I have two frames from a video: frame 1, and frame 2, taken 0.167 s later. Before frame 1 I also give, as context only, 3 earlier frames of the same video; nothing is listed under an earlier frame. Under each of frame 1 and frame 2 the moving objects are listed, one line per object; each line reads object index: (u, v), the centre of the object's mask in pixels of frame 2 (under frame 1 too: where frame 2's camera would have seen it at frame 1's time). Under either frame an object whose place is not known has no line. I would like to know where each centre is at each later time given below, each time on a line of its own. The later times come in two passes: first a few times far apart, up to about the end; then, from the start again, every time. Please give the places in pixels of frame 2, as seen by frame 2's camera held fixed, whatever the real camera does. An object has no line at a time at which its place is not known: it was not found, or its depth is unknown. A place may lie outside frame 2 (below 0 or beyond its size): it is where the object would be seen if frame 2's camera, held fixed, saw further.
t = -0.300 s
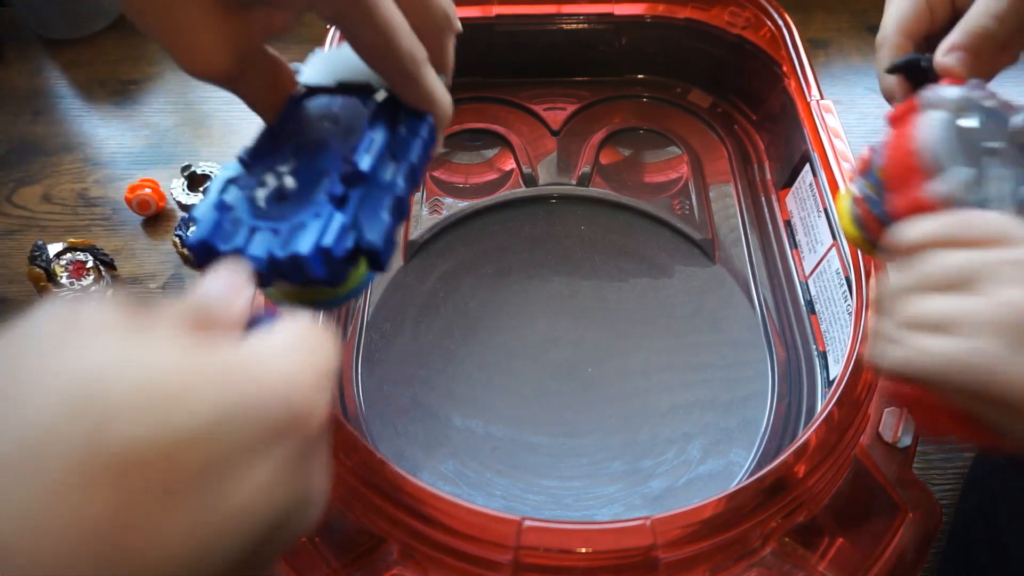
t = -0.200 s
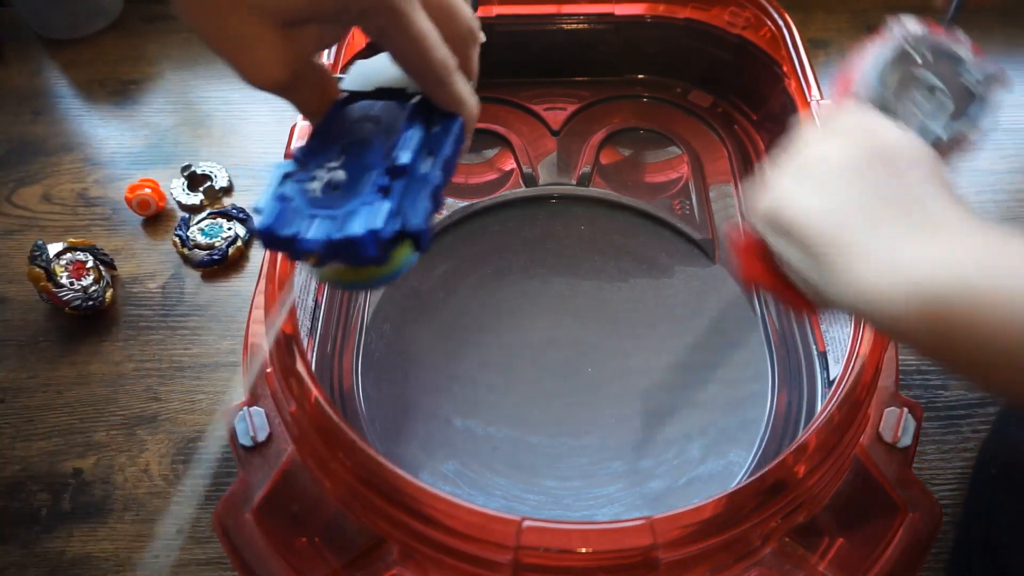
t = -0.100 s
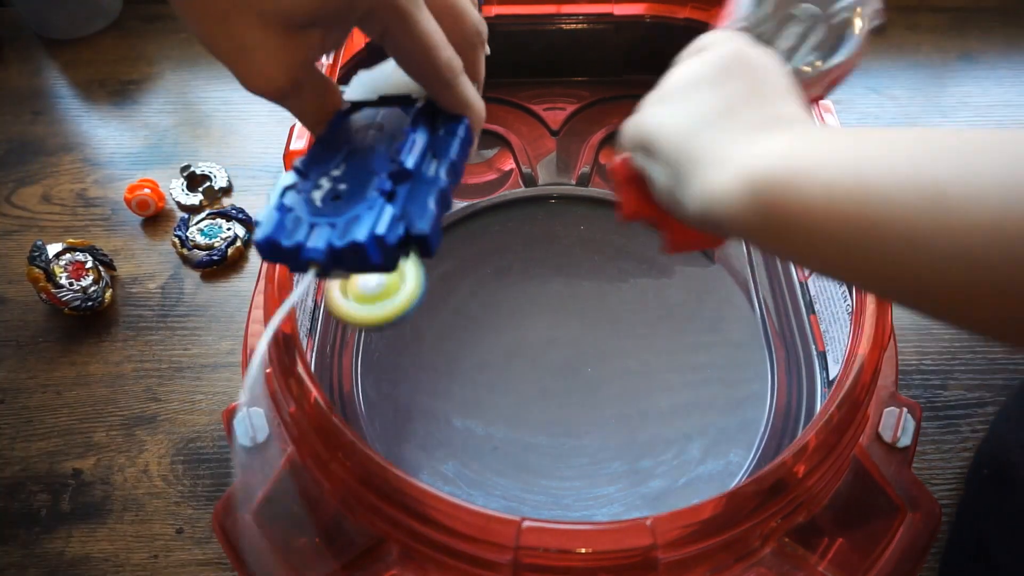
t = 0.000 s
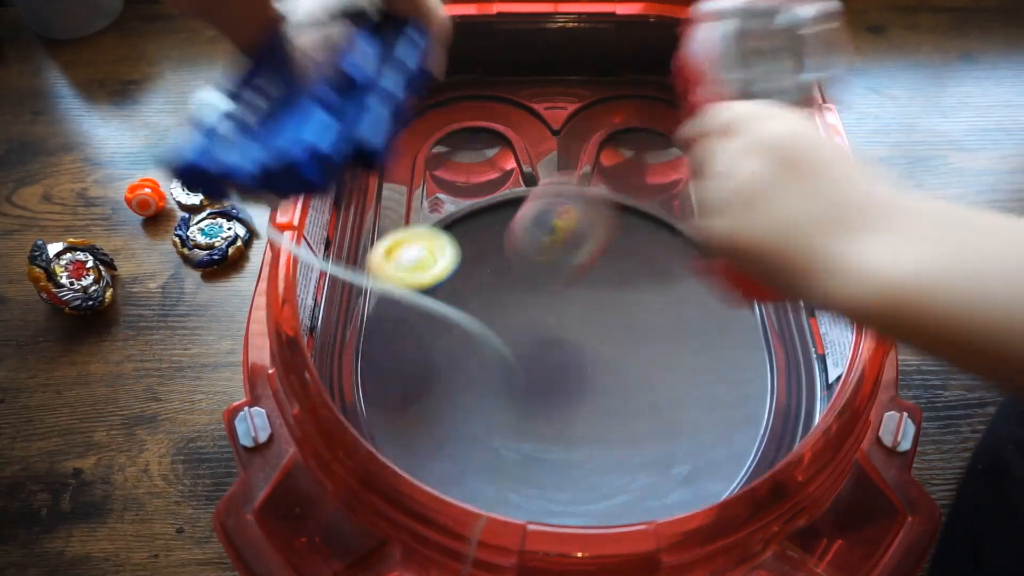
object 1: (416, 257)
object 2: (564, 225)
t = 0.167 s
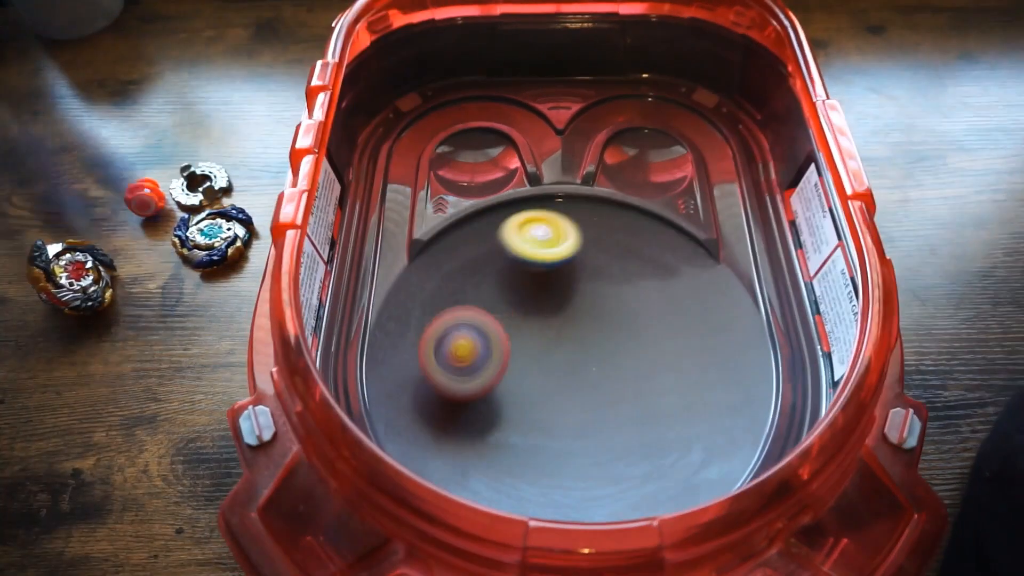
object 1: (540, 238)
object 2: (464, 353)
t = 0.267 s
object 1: (610, 235)
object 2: (504, 417)
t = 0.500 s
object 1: (679, 285)
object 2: (786, 409)
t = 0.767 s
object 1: (590, 337)
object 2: (655, 213)
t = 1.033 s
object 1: (546, 314)
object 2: (376, 329)
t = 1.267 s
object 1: (529, 291)
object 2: (647, 493)
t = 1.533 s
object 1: (538, 307)
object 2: (705, 207)
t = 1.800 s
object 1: (565, 324)
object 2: (643, 134)
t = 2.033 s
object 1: (591, 320)
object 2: (664, 121)
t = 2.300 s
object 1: (607, 326)
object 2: (668, 248)
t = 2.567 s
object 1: (549, 370)
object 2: (686, 323)
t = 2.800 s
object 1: (587, 398)
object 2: (666, 350)
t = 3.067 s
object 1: (569, 395)
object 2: (657, 342)
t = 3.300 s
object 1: (547, 384)
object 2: (623, 332)
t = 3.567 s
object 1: (535, 389)
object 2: (613, 302)
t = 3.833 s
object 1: (508, 396)
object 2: (595, 305)
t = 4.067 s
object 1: (506, 363)
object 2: (611, 251)
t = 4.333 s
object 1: (532, 360)
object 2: (576, 287)
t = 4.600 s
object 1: (528, 364)
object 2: (628, 327)
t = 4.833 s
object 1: (543, 356)
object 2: (642, 339)
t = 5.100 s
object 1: (530, 349)
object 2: (651, 348)
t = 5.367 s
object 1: (467, 337)
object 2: (673, 367)
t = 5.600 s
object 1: (442, 344)
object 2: (673, 351)
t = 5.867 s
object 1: (481, 344)
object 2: (570, 355)
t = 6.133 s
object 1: (472, 316)
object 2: (642, 397)
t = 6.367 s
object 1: (529, 327)
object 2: (661, 357)
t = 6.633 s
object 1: (567, 283)
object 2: (681, 388)
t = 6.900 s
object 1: (602, 319)
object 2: (678, 410)
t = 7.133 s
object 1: (620, 313)
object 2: (593, 438)
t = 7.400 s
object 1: (594, 321)
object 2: (499, 416)
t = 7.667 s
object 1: (568, 343)
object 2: (469, 329)
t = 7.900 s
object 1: (567, 344)
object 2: (497, 265)
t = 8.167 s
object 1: (569, 344)
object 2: (577, 253)
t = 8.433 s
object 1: (568, 348)
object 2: (657, 310)
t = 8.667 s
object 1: (572, 347)
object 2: (668, 386)
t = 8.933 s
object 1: (577, 351)
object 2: (593, 435)
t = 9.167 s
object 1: (581, 343)
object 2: (503, 435)
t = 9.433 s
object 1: (578, 343)
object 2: (481, 356)
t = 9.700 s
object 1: (680, 382)
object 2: (469, 225)
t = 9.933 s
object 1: (681, 375)
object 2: (549, 227)
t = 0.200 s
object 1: (565, 236)
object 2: (469, 374)
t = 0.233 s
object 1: (588, 234)
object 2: (482, 396)
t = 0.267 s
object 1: (610, 235)
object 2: (504, 417)
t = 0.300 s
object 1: (629, 237)
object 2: (534, 439)
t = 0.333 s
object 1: (646, 242)
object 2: (574, 457)
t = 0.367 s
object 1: (660, 249)
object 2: (621, 469)
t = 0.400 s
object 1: (670, 257)
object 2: (671, 472)
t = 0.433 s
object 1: (676, 265)
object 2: (719, 460)
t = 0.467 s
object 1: (679, 275)
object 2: (756, 433)
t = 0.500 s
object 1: (679, 285)
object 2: (786, 409)
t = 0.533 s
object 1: (674, 295)
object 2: (795, 382)
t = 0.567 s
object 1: (667, 305)
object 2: (796, 357)
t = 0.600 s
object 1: (656, 314)
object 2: (788, 332)
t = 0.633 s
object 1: (644, 322)
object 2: (774, 307)
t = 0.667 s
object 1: (631, 329)
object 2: (753, 283)
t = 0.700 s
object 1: (617, 332)
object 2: (728, 256)
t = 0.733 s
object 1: (603, 336)
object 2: (694, 229)
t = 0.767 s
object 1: (590, 337)
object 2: (655, 213)
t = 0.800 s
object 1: (578, 336)
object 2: (615, 201)
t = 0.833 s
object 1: (570, 335)
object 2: (573, 195)
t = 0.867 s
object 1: (563, 332)
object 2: (530, 194)
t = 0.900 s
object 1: (558, 328)
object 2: (486, 208)
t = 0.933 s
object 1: (554, 324)
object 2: (448, 229)
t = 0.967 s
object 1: (551, 321)
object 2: (416, 257)
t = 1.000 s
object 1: (548, 318)
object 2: (389, 290)
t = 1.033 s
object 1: (546, 314)
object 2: (376, 329)
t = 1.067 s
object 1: (545, 309)
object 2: (382, 378)
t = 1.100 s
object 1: (544, 304)
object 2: (409, 420)
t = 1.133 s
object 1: (542, 300)
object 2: (441, 453)
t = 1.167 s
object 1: (539, 297)
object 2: (487, 479)
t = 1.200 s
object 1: (536, 293)
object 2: (540, 493)
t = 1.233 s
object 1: (532, 291)
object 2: (595, 498)
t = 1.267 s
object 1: (529, 291)
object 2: (647, 493)
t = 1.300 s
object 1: (529, 291)
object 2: (693, 473)
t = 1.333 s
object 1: (528, 293)
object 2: (731, 446)
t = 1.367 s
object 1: (529, 295)
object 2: (756, 408)
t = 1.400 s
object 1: (531, 297)
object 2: (764, 362)
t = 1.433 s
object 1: (532, 299)
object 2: (758, 318)
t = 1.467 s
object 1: (534, 302)
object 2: (743, 276)
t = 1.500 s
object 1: (536, 304)
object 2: (726, 241)
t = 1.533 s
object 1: (538, 307)
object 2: (705, 207)
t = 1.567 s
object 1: (541, 310)
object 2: (683, 186)
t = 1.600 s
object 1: (544, 313)
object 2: (665, 168)
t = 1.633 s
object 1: (546, 316)
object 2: (652, 159)
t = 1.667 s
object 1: (550, 319)
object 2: (643, 144)
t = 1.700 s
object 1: (554, 322)
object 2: (638, 129)
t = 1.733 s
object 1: (557, 321)
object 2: (637, 121)
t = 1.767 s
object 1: (561, 322)
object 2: (640, 125)
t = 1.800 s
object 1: (565, 324)
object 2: (643, 134)
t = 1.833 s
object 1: (570, 324)
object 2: (645, 142)
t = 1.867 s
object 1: (574, 323)
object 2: (648, 148)
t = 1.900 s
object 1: (579, 322)
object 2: (656, 150)
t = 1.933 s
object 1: (583, 321)
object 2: (664, 149)
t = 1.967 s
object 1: (586, 320)
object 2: (671, 141)
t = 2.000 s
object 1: (589, 319)
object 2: (671, 132)
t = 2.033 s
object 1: (591, 320)
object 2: (664, 121)
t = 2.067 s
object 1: (593, 319)
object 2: (650, 118)
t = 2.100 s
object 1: (596, 319)
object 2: (634, 127)
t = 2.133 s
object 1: (598, 320)
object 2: (625, 142)
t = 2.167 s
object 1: (603, 322)
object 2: (631, 159)
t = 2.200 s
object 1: (605, 324)
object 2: (646, 175)
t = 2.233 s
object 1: (606, 326)
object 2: (659, 200)
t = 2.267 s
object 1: (606, 326)
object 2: (666, 227)
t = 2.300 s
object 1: (607, 326)
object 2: (668, 248)
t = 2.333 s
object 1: (605, 327)
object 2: (665, 269)
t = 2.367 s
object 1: (588, 334)
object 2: (670, 284)
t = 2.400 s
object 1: (573, 342)
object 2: (675, 297)
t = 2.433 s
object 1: (561, 349)
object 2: (678, 307)
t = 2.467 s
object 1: (554, 354)
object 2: (679, 314)
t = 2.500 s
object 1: (549, 359)
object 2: (680, 317)
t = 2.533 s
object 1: (548, 365)
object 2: (683, 320)
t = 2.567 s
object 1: (549, 370)
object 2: (686, 323)
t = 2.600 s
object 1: (552, 376)
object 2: (687, 326)
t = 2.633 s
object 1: (557, 383)
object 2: (686, 327)
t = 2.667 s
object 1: (562, 388)
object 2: (685, 330)
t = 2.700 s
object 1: (569, 390)
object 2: (681, 335)
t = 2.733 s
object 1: (577, 391)
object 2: (675, 340)
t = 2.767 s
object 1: (586, 394)
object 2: (668, 345)
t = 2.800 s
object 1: (587, 398)
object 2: (666, 350)
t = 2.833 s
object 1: (579, 405)
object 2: (672, 352)
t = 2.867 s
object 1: (574, 409)
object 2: (677, 351)
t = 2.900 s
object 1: (570, 410)
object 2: (680, 349)
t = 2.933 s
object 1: (568, 409)
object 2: (681, 347)
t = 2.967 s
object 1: (566, 406)
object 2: (678, 345)
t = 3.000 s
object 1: (566, 402)
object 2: (673, 342)
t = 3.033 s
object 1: (567, 398)
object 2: (667, 341)
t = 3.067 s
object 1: (569, 395)
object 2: (657, 342)
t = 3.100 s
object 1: (571, 390)
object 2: (646, 343)
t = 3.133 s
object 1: (563, 389)
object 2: (642, 341)
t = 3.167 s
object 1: (555, 389)
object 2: (641, 339)
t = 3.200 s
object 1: (550, 388)
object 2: (641, 336)
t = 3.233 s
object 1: (547, 387)
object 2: (637, 334)
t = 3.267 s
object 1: (546, 385)
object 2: (631, 333)
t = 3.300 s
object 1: (547, 384)
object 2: (623, 332)
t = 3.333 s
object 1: (548, 383)
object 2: (616, 333)
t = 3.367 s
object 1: (539, 384)
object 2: (617, 329)
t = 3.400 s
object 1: (533, 386)
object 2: (620, 323)
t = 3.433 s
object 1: (529, 387)
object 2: (621, 318)
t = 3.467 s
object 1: (529, 388)
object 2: (622, 312)
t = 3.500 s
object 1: (530, 389)
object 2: (621, 307)
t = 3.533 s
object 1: (532, 389)
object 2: (618, 304)
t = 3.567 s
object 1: (535, 389)
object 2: (613, 302)
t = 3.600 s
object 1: (537, 390)
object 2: (608, 301)
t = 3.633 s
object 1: (539, 391)
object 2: (600, 301)
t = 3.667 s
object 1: (540, 392)
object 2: (594, 302)
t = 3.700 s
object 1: (539, 391)
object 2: (587, 305)
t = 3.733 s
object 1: (539, 386)
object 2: (581, 310)
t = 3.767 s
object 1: (536, 383)
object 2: (579, 314)
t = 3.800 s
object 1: (521, 390)
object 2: (587, 311)
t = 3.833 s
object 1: (508, 396)
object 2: (595, 305)
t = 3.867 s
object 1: (498, 397)
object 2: (602, 298)
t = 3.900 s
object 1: (492, 395)
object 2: (608, 289)
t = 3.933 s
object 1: (490, 390)
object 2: (613, 281)
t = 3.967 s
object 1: (493, 383)
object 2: (616, 272)
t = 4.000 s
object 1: (497, 375)
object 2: (617, 263)
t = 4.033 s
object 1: (502, 368)
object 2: (615, 256)
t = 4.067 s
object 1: (506, 363)
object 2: (611, 251)
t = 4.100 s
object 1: (511, 359)
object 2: (607, 248)
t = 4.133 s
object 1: (517, 356)
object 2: (600, 248)
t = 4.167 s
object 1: (521, 353)
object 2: (593, 250)
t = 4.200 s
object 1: (526, 352)
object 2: (587, 254)
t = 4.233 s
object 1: (530, 351)
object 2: (581, 262)
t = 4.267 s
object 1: (534, 351)
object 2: (576, 271)
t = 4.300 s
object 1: (535, 352)
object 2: (574, 281)
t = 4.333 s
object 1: (532, 360)
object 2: (576, 287)
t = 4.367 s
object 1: (530, 364)
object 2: (581, 292)
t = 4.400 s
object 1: (527, 367)
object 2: (586, 297)
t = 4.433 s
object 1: (526, 369)
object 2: (593, 303)
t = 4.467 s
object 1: (526, 369)
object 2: (600, 308)
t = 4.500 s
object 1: (526, 367)
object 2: (607, 313)
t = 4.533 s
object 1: (526, 366)
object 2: (614, 318)
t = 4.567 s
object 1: (527, 366)
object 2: (622, 323)
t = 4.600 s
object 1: (528, 364)
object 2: (628, 327)
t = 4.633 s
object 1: (530, 363)
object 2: (633, 329)
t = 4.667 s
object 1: (532, 362)
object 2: (638, 332)
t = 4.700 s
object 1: (533, 360)
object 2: (641, 334)
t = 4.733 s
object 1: (536, 359)
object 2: (643, 335)
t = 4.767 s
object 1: (538, 358)
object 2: (644, 336)
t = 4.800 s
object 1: (540, 357)
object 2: (644, 337)
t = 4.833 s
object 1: (543, 356)
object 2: (642, 339)
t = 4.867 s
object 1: (546, 355)
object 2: (639, 341)
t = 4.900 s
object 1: (540, 354)
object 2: (641, 343)
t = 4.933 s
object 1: (530, 352)
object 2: (645, 344)
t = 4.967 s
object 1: (524, 350)
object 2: (648, 344)
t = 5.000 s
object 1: (523, 349)
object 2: (651, 346)
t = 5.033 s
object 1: (524, 348)
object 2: (652, 347)
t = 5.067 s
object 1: (526, 348)
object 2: (651, 348)
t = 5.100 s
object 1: (530, 349)
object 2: (651, 348)
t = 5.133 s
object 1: (533, 350)
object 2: (647, 349)
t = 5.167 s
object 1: (535, 351)
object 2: (643, 349)
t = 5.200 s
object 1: (537, 352)
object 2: (639, 351)
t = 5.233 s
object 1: (539, 353)
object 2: (633, 352)
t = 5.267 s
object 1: (519, 347)
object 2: (642, 357)
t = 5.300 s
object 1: (499, 341)
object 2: (653, 362)
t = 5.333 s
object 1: (482, 338)
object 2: (662, 365)
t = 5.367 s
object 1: (467, 337)
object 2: (673, 367)
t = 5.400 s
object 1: (456, 338)
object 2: (682, 367)
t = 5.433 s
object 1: (446, 340)
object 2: (689, 365)
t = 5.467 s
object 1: (441, 341)
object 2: (692, 362)
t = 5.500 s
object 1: (437, 343)
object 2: (692, 359)
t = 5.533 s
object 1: (438, 343)
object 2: (687, 355)
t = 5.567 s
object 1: (439, 344)
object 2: (681, 353)
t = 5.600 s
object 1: (442, 344)
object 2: (673, 351)
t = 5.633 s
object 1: (446, 345)
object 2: (663, 349)
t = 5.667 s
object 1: (451, 345)
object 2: (651, 348)
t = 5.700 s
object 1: (456, 346)
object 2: (638, 348)
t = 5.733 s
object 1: (462, 346)
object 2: (624, 348)
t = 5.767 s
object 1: (467, 347)
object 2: (610, 349)
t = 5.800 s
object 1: (472, 346)
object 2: (596, 351)
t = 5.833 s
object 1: (477, 346)
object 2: (583, 353)
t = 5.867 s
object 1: (481, 344)
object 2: (570, 355)
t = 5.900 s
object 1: (476, 341)
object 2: (566, 361)
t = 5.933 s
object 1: (465, 331)
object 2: (574, 369)
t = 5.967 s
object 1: (460, 323)
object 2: (584, 377)
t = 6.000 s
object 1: (459, 318)
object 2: (597, 385)
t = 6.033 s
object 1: (461, 315)
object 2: (609, 390)
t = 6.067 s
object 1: (465, 315)
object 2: (621, 393)
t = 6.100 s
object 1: (467, 315)
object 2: (632, 395)
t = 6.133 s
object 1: (472, 316)
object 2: (642, 397)
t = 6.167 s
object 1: (475, 317)
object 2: (653, 397)
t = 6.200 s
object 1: (481, 318)
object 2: (663, 393)
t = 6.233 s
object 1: (488, 320)
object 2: (669, 387)
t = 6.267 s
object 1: (496, 321)
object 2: (671, 380)
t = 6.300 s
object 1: (506, 323)
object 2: (671, 373)
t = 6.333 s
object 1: (517, 325)
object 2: (668, 365)
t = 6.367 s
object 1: (529, 327)
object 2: (661, 357)
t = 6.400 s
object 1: (542, 329)
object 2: (651, 351)
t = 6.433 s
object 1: (554, 330)
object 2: (642, 346)
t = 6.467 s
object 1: (556, 322)
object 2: (642, 351)
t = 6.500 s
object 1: (554, 309)
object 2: (648, 361)
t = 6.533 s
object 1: (555, 297)
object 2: (656, 368)
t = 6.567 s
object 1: (558, 290)
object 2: (666, 375)
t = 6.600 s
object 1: (562, 286)
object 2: (675, 381)
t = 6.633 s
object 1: (567, 283)
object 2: (681, 388)
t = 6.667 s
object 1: (572, 283)
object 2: (688, 395)
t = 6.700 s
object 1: (576, 286)
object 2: (694, 399)
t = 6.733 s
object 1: (579, 290)
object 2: (696, 405)
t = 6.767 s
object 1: (583, 294)
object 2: (698, 409)
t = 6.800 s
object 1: (588, 299)
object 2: (697, 410)
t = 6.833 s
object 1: (593, 306)
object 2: (691, 411)
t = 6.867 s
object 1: (597, 313)
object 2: (686, 412)
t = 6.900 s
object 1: (602, 319)
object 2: (678, 410)
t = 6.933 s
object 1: (608, 326)
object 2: (665, 408)
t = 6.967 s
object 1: (612, 334)
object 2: (655, 407)
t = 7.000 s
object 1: (614, 329)
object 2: (644, 414)
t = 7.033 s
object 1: (617, 322)
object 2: (631, 423)
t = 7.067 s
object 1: (620, 317)
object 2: (621, 430)
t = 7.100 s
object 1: (621, 315)
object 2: (609, 434)
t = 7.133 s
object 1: (620, 313)
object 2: (593, 438)
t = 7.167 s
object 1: (617, 312)
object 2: (581, 442)
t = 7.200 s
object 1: (614, 311)
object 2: (568, 442)
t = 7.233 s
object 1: (612, 311)
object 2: (553, 441)
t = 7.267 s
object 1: (609, 310)
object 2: (543, 440)
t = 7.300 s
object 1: (607, 312)
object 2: (530, 435)
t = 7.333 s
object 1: (603, 314)
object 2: (517, 430)
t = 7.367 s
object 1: (599, 318)
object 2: (510, 425)
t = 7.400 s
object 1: (594, 321)
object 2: (499, 416)
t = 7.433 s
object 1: (589, 325)
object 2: (492, 409)
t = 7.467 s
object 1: (583, 328)
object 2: (488, 399)
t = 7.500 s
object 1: (579, 332)
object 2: (481, 387)
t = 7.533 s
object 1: (573, 335)
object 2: (480, 377)
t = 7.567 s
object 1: (568, 338)
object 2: (478, 364)
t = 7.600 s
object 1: (567, 341)
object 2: (473, 353)
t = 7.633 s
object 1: (568, 342)
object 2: (472, 342)
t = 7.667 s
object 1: (568, 343)
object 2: (469, 329)
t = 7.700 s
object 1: (567, 343)
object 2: (470, 319)
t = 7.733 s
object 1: (567, 344)
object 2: (471, 308)
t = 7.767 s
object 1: (567, 344)
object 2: (472, 298)
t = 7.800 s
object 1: (567, 344)
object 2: (478, 289)
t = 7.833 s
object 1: (567, 344)
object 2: (482, 279)
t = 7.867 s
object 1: (567, 344)
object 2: (489, 274)
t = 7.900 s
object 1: (567, 344)
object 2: (497, 265)
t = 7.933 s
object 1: (567, 344)
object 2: (504, 261)
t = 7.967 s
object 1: (567, 344)
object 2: (515, 256)
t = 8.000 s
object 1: (567, 344)
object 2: (522, 252)
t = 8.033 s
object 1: (567, 344)
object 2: (534, 252)
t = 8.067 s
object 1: (567, 344)
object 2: (545, 249)
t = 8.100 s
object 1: (568, 344)
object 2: (555, 251)
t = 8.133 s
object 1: (568, 343)
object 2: (568, 252)
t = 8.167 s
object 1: (569, 344)
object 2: (577, 253)
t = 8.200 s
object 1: (570, 344)
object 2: (590, 258)
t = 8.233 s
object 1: (570, 345)
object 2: (602, 261)
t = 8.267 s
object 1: (570, 345)
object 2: (612, 269)
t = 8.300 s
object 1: (570, 346)
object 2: (624, 274)
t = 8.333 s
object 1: (570, 347)
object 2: (632, 282)
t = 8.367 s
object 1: (569, 347)
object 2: (642, 291)
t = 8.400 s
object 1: (569, 348)
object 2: (650, 299)
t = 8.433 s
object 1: (568, 348)
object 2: (657, 310)
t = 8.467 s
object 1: (568, 348)
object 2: (664, 320)
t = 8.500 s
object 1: (568, 348)
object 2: (667, 331)
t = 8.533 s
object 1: (568, 348)
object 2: (672, 342)
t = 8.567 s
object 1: (569, 348)
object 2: (673, 352)
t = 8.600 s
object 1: (570, 347)
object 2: (673, 365)
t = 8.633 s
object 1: (571, 347)
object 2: (673, 375)
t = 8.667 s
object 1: (572, 347)
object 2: (668, 386)
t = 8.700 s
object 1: (573, 348)
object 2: (665, 396)
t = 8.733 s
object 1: (574, 349)
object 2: (657, 404)
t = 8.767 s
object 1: (576, 350)
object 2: (649, 413)
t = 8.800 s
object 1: (577, 350)
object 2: (641, 419)
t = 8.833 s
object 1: (577, 351)
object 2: (628, 425)
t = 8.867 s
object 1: (577, 351)
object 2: (619, 430)
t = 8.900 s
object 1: (577, 352)
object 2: (604, 432)
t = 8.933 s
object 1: (577, 351)
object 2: (593, 435)
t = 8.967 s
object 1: (577, 351)
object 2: (578, 434)
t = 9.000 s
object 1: (578, 346)
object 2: (562, 439)
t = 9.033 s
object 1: (580, 343)
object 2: (550, 441)
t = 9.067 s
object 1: (581, 342)
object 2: (535, 443)
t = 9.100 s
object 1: (581, 343)
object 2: (524, 442)
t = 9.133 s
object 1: (581, 343)
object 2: (511, 438)
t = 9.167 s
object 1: (581, 343)
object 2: (503, 435)
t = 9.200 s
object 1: (580, 343)
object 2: (493, 428)
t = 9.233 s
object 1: (580, 344)
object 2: (487, 421)
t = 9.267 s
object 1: (580, 344)
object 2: (482, 412)
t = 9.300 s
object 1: (580, 344)
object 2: (478, 403)
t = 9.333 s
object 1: (579, 344)
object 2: (478, 392)
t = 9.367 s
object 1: (579, 344)
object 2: (477, 381)
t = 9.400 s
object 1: (579, 343)
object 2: (479, 369)
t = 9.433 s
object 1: (578, 343)
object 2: (481, 356)
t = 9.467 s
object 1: (578, 343)
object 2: (487, 344)
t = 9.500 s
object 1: (582, 346)
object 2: (488, 329)
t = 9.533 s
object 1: (609, 358)
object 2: (478, 307)
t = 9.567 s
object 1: (630, 369)
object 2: (470, 287)
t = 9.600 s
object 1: (648, 377)
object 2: (468, 270)
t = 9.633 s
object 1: (661, 381)
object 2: (466, 254)
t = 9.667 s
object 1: (671, 382)
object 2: (467, 237)
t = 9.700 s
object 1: (680, 382)
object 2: (469, 225)
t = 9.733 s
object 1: (689, 382)
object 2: (476, 218)
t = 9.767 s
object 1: (693, 383)
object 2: (488, 220)
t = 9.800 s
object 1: (694, 382)
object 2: (496, 218)
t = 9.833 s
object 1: (693, 381)
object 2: (508, 218)
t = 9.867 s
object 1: (690, 379)
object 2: (520, 218)
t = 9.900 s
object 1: (685, 378)
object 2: (535, 221)
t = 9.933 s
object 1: (681, 375)
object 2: (549, 227)
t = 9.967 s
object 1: (676, 373)
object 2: (562, 233)
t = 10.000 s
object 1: (672, 371)
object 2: (578, 242)
